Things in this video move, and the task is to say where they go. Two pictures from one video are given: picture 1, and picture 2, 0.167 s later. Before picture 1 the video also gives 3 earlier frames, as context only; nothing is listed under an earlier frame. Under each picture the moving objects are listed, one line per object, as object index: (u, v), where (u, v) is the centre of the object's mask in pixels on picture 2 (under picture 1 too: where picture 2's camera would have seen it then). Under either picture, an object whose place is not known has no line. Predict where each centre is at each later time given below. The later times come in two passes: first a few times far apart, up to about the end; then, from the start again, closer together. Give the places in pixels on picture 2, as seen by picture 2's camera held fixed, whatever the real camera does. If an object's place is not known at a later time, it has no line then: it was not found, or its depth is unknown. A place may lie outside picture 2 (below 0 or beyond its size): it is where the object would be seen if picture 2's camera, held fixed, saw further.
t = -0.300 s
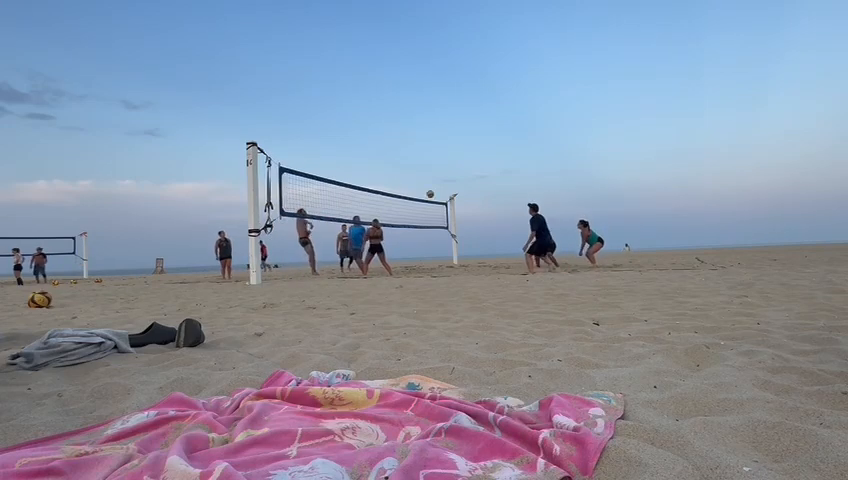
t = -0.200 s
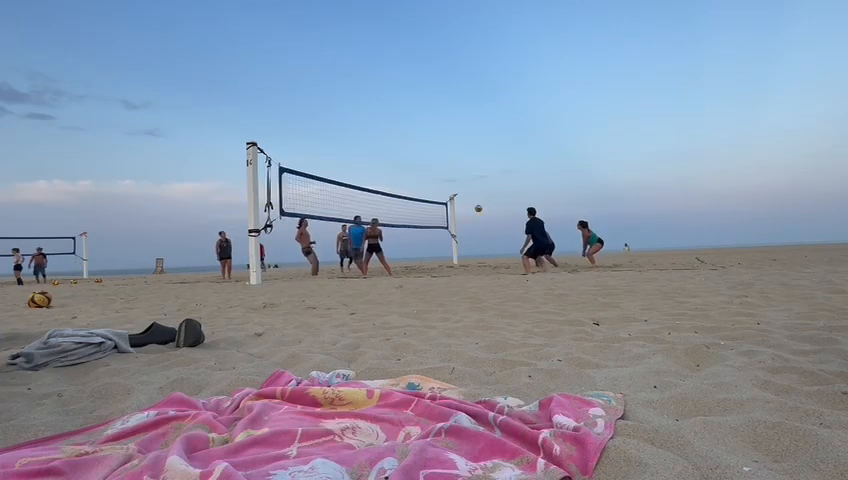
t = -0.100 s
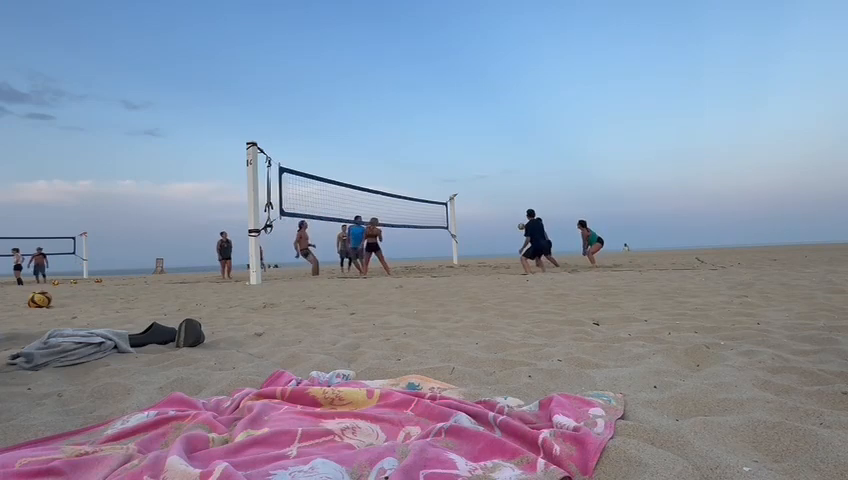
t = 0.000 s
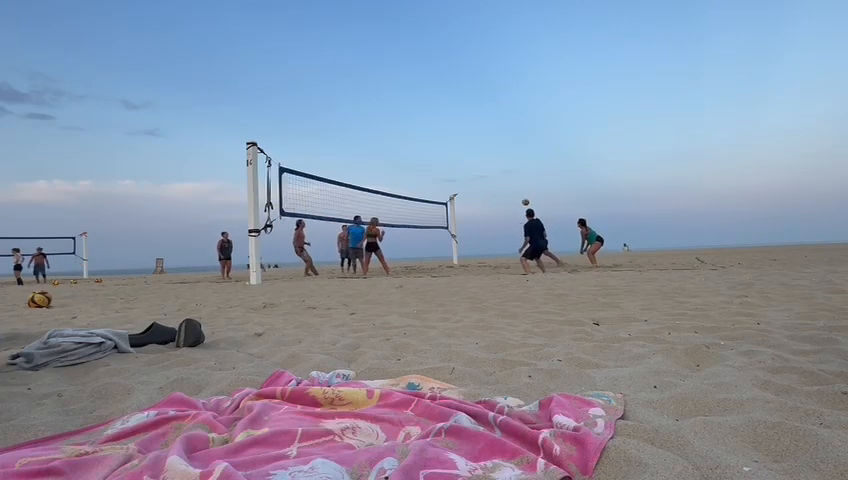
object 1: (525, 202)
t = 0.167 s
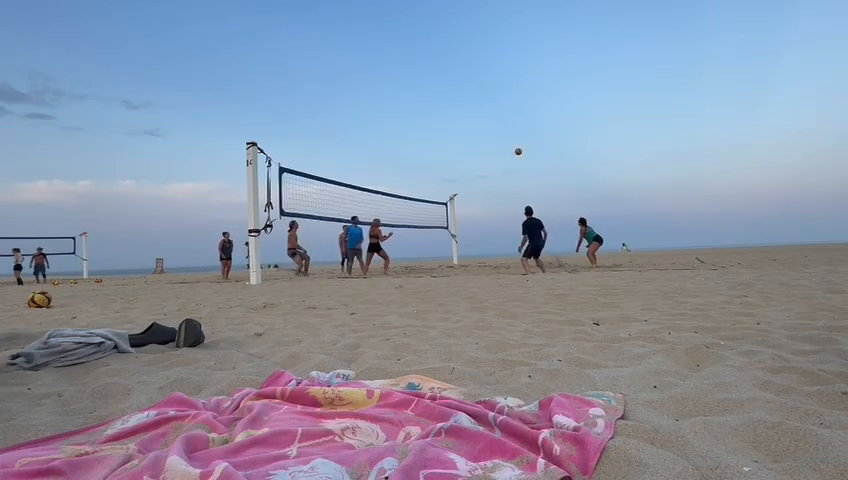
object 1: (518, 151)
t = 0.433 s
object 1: (508, 90)
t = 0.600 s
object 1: (502, 63)
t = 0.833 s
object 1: (495, 43)
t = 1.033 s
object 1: (490, 39)
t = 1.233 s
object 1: (485, 49)
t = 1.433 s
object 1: (480, 72)
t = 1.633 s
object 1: (475, 110)
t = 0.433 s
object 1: (508, 90)
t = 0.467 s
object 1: (507, 84)
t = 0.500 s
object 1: (505, 78)
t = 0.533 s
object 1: (504, 73)
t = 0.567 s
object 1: (503, 68)
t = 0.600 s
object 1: (502, 63)
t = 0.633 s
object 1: (501, 59)
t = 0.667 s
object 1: (500, 56)
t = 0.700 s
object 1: (499, 52)
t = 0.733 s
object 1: (498, 49)
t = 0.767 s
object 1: (497, 47)
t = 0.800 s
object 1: (497, 45)
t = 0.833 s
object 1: (495, 43)
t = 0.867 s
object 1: (495, 41)
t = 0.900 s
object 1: (494, 40)
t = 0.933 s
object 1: (493, 39)
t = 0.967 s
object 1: (492, 38)
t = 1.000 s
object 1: (491, 38)
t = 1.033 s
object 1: (490, 39)
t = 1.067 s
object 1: (489, 40)
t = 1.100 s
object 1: (489, 41)
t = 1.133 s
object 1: (488, 42)
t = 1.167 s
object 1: (487, 44)
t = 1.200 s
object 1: (486, 46)
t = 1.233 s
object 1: (485, 49)
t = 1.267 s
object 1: (484, 52)
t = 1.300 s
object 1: (483, 55)
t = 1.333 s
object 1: (483, 59)
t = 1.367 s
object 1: (482, 63)
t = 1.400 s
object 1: (481, 68)
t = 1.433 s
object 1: (480, 72)
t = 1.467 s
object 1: (479, 78)
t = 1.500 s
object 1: (478, 83)
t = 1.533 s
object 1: (478, 89)
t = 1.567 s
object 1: (476, 96)
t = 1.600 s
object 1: (476, 102)
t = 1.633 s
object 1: (475, 110)
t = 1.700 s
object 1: (473, 125)
